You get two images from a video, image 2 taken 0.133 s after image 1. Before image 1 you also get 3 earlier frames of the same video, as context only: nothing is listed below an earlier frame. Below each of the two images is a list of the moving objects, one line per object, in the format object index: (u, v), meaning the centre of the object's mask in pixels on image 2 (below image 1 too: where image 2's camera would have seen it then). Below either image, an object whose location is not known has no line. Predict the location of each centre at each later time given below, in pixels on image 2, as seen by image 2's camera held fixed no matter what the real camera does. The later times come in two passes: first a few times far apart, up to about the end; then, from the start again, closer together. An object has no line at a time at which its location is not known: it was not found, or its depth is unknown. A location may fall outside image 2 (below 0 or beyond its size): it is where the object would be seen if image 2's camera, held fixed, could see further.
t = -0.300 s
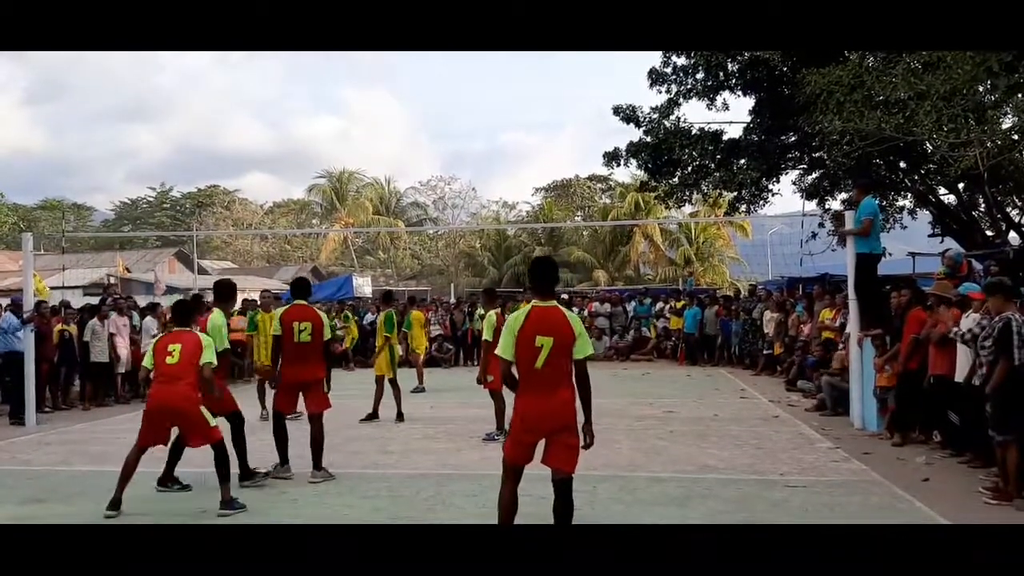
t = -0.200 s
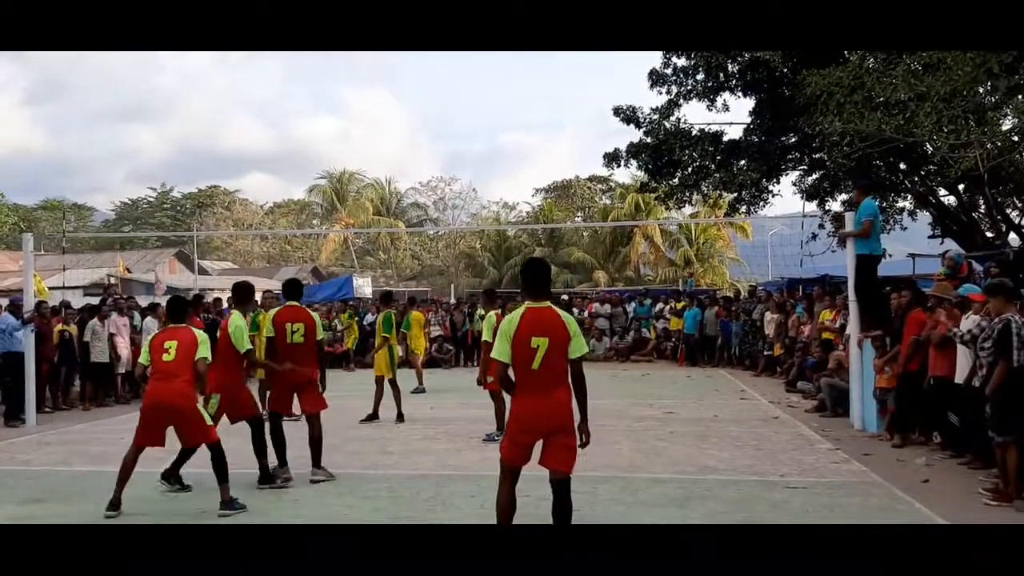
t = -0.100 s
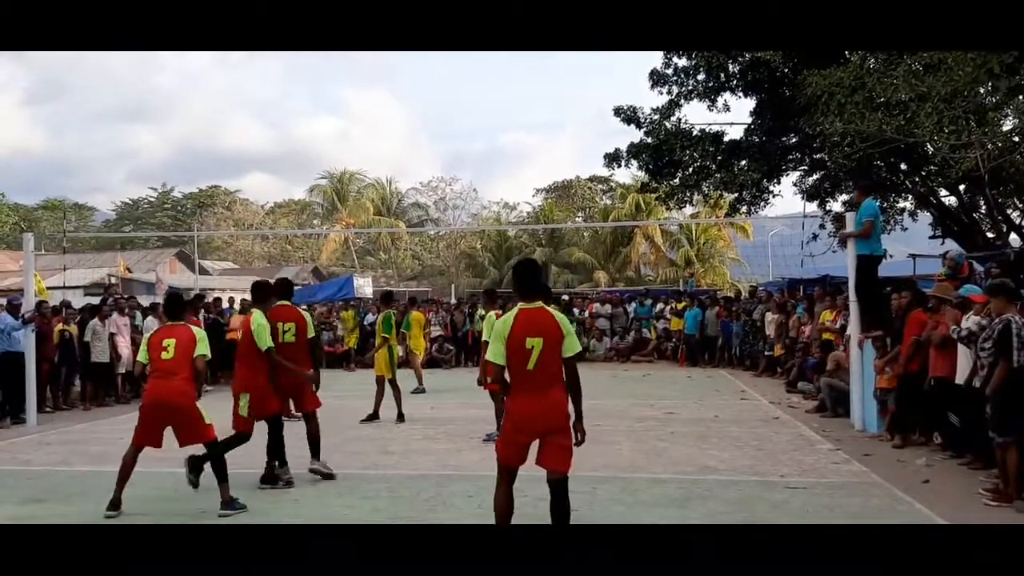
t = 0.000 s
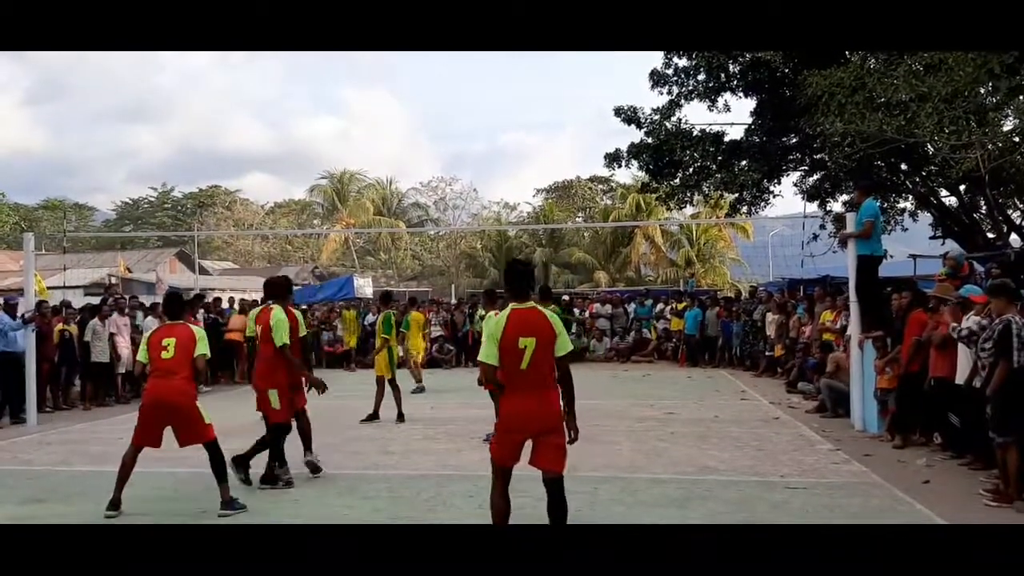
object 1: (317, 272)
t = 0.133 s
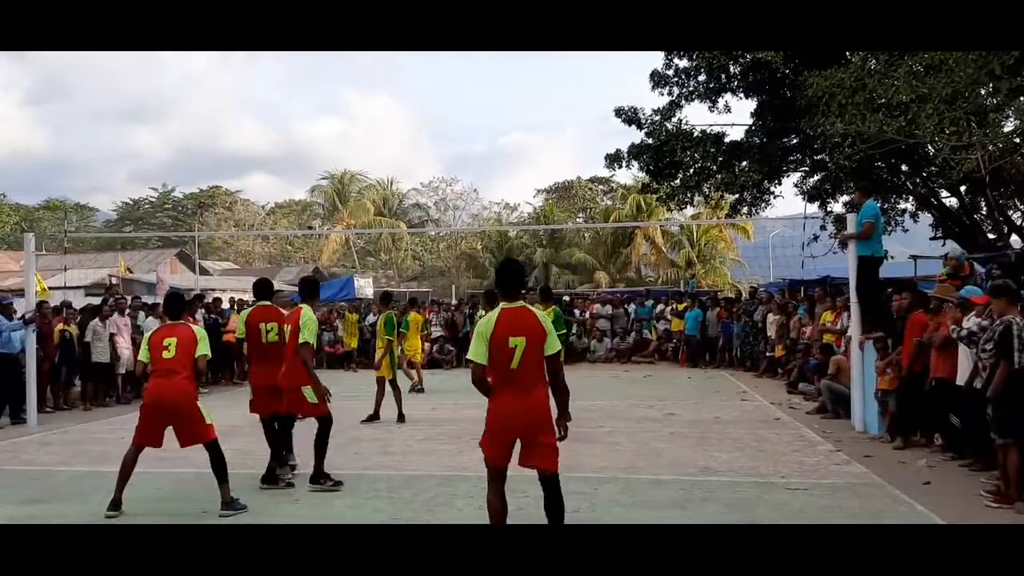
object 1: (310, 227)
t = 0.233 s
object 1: (307, 193)
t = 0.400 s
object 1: (297, 143)
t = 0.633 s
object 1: (281, 89)
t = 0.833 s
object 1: (264, 62)
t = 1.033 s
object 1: (244, 61)
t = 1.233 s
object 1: (222, 96)
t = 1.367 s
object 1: (204, 145)
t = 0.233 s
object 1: (307, 193)
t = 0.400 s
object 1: (297, 143)
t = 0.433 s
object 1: (295, 134)
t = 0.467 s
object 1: (293, 125)
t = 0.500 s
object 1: (291, 117)
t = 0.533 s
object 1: (289, 109)
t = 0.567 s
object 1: (286, 102)
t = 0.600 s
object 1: (284, 95)
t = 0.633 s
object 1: (281, 89)
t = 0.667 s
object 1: (279, 83)
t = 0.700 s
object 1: (276, 77)
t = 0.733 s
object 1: (273, 72)
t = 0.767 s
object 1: (270, 68)
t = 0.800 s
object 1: (267, 65)
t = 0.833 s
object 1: (264, 62)
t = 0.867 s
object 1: (261, 60)
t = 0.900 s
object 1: (258, 59)
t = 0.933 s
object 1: (254, 58)
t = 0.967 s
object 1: (251, 58)
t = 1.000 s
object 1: (248, 59)
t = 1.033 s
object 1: (244, 61)
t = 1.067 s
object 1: (241, 64)
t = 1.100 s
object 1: (238, 68)
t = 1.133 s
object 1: (234, 73)
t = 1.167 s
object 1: (230, 80)
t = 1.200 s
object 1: (226, 87)
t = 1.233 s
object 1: (222, 96)
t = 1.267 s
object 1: (217, 106)
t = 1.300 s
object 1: (213, 117)
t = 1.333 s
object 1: (209, 130)
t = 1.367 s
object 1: (204, 145)
